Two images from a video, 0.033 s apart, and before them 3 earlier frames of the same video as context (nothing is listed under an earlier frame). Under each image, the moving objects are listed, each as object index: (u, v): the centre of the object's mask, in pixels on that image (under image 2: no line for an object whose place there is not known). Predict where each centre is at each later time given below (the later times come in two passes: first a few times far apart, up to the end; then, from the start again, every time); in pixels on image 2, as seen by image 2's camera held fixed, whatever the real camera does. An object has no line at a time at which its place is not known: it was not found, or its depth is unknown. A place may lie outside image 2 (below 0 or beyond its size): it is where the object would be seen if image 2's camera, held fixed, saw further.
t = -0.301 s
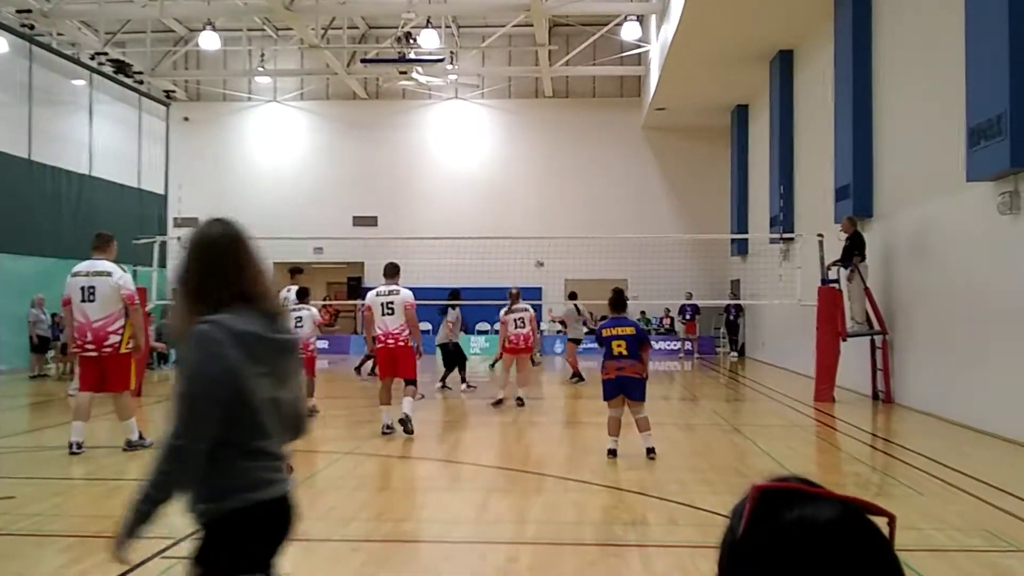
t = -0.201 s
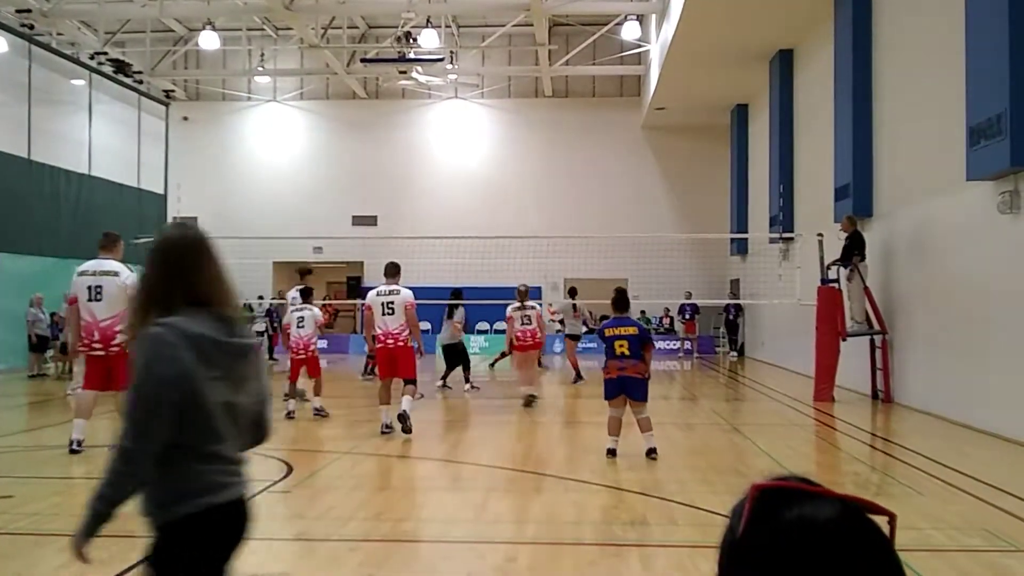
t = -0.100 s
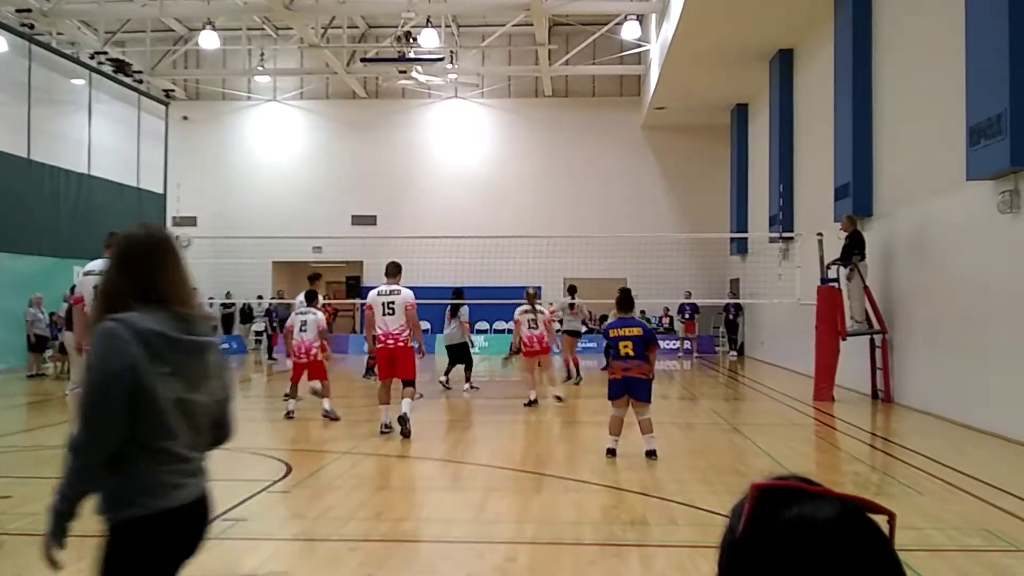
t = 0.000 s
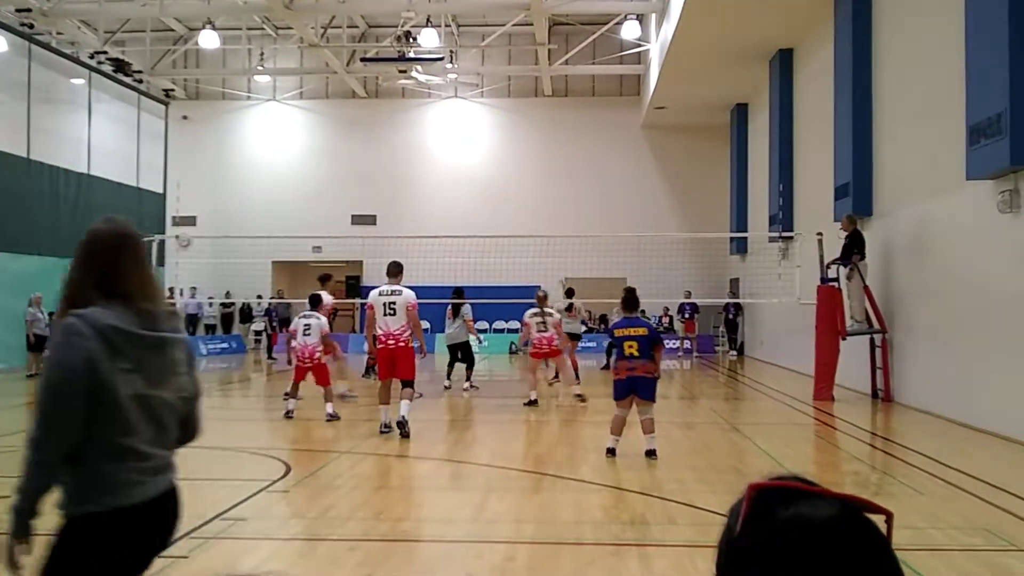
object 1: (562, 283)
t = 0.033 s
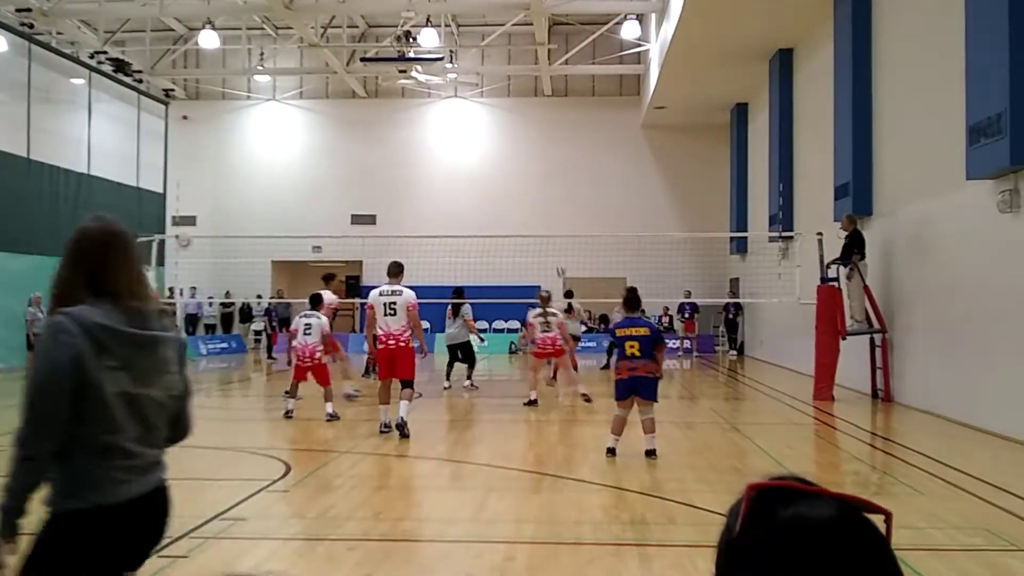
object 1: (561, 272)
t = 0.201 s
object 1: (551, 224)
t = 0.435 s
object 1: (536, 178)
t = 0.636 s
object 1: (519, 156)
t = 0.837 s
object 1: (501, 158)
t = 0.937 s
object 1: (491, 169)
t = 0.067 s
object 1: (558, 261)
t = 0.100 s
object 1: (557, 252)
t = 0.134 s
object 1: (556, 244)
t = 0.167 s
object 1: (553, 231)
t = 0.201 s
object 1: (551, 224)
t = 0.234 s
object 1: (548, 217)
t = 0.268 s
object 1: (547, 210)
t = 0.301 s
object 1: (544, 202)
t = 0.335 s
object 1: (541, 195)
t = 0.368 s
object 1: (540, 188)
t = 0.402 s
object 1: (537, 182)
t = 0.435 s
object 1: (536, 178)
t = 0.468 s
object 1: (532, 172)
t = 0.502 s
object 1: (531, 168)
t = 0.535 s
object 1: (528, 165)
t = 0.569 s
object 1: (526, 161)
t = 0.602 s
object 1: (523, 159)
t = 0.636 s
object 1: (519, 156)
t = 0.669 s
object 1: (517, 155)
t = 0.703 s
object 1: (514, 154)
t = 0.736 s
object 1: (510, 154)
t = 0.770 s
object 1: (507, 155)
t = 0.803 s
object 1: (504, 156)
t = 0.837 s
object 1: (501, 158)
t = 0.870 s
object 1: (499, 159)
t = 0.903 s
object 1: (494, 164)
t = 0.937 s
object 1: (491, 169)
